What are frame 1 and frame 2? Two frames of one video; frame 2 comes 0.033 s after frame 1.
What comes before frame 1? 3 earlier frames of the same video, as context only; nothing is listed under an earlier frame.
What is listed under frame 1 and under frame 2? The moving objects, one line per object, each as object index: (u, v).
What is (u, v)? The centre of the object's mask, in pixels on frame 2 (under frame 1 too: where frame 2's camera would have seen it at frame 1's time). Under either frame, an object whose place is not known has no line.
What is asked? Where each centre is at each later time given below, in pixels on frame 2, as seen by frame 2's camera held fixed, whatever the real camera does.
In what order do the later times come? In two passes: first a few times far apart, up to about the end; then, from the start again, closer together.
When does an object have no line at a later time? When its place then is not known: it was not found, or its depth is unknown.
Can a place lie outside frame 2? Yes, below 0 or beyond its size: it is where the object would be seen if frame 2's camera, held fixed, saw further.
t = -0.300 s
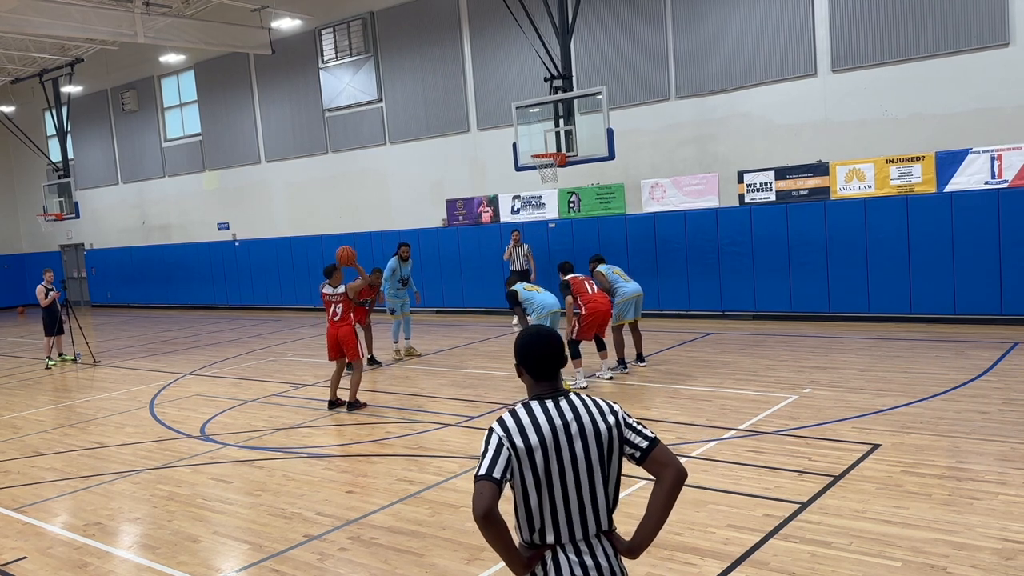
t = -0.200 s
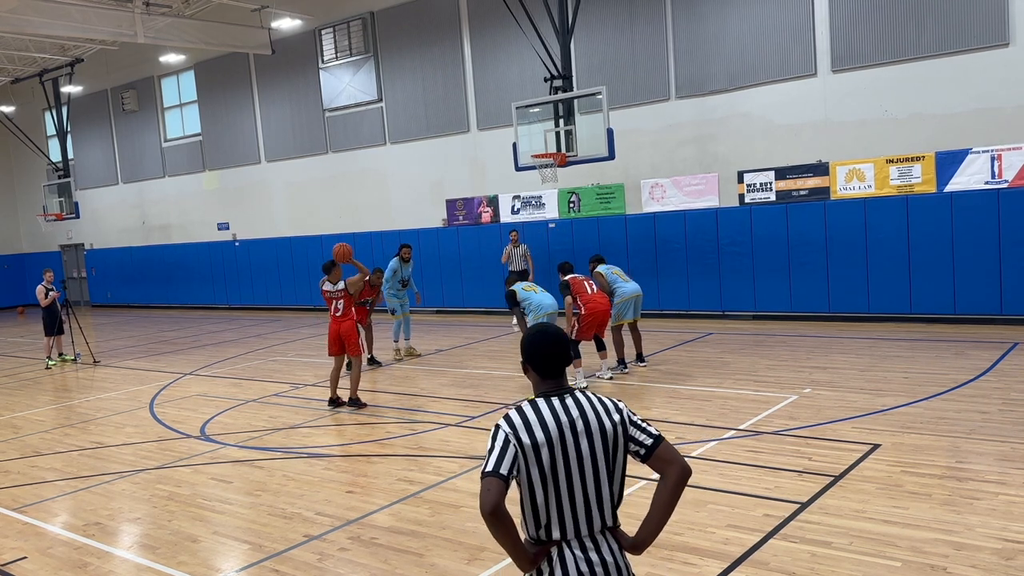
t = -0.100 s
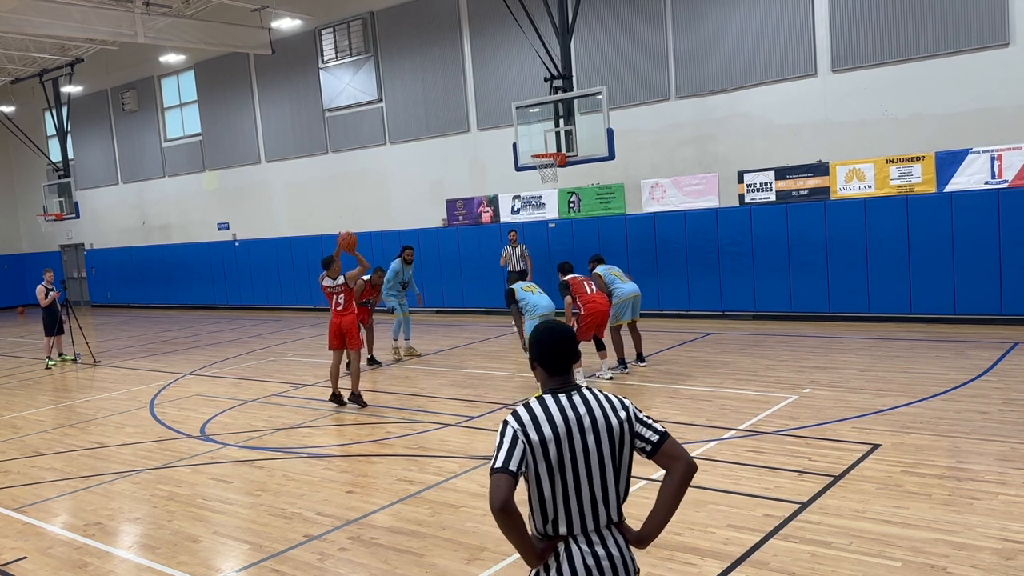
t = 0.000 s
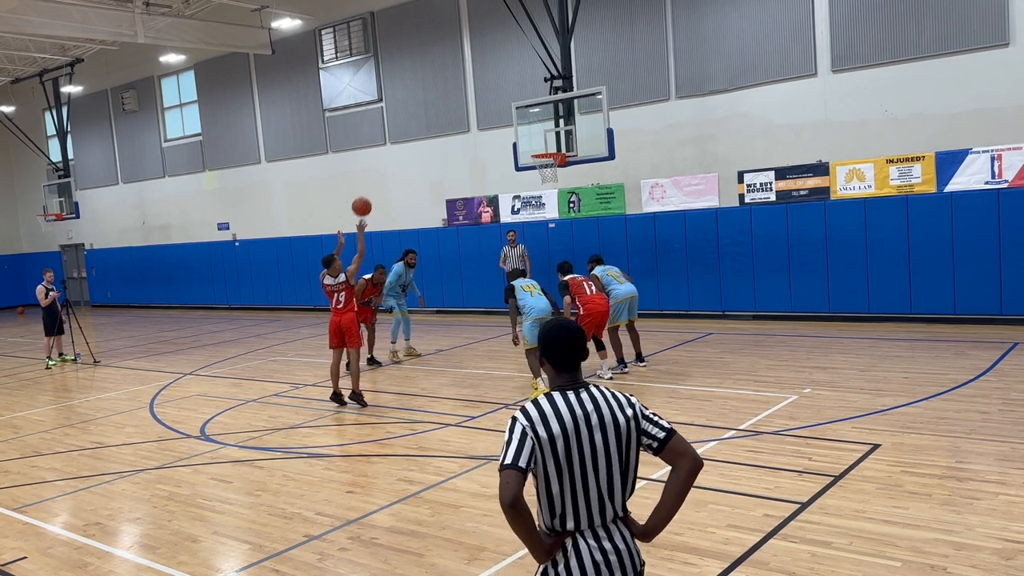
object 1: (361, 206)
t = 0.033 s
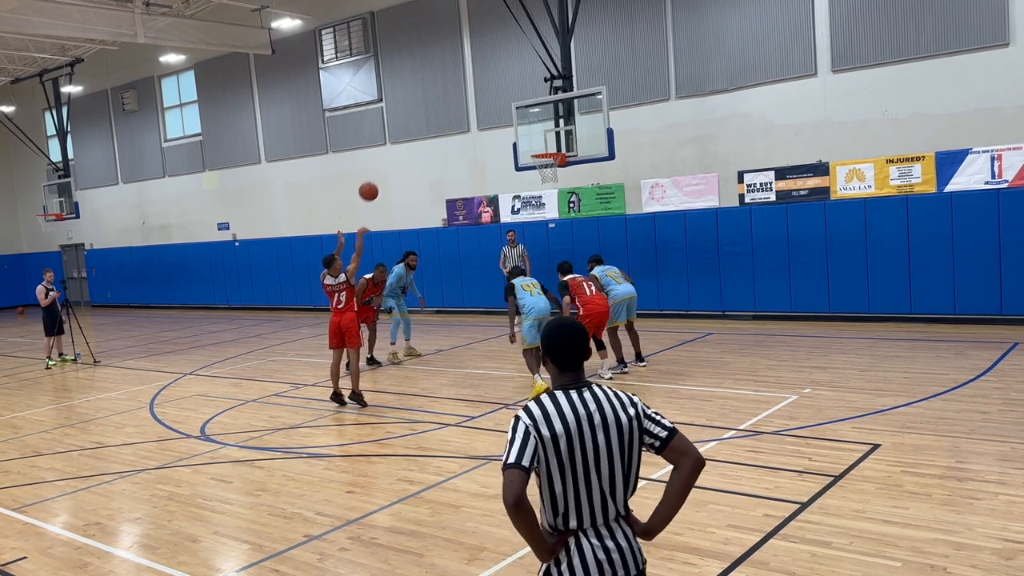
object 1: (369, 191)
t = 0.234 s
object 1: (409, 123)
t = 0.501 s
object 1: (458, 87)
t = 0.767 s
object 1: (505, 102)
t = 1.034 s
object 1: (547, 149)
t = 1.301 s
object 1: (538, 141)
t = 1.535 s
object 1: (539, 151)
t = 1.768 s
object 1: (536, 192)
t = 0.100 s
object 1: (382, 164)
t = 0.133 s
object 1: (389, 152)
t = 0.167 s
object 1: (395, 141)
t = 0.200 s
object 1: (402, 131)
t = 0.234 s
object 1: (409, 123)
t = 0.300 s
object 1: (421, 108)
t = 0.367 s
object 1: (434, 98)
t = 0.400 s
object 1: (440, 93)
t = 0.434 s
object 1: (447, 90)
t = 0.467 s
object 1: (453, 88)
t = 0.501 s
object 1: (458, 87)
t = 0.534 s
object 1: (465, 86)
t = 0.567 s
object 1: (471, 86)
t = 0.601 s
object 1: (476, 87)
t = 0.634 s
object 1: (483, 89)
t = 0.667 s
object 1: (487, 91)
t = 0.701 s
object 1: (494, 94)
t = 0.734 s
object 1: (499, 98)
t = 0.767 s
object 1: (505, 102)
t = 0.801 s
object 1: (510, 107)
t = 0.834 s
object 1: (516, 113)
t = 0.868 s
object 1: (521, 119)
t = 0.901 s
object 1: (527, 126)
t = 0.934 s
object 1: (532, 134)
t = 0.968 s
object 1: (537, 141)
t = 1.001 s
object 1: (542, 149)
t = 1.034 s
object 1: (547, 149)
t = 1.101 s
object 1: (548, 149)
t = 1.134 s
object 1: (541, 149)
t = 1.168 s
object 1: (537, 148)
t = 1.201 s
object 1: (537, 146)
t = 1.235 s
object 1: (537, 143)
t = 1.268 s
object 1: (537, 142)
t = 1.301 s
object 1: (538, 141)
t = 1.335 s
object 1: (538, 141)
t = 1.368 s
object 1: (538, 141)
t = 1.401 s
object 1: (539, 142)
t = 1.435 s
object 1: (539, 144)
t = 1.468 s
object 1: (539, 146)
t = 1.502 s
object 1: (539, 148)
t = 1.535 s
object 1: (539, 151)
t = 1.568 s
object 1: (538, 154)
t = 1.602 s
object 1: (535, 159)
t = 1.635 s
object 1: (536, 165)
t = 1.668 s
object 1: (535, 172)
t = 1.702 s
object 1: (535, 178)
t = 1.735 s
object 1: (535, 184)
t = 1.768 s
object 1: (536, 192)
